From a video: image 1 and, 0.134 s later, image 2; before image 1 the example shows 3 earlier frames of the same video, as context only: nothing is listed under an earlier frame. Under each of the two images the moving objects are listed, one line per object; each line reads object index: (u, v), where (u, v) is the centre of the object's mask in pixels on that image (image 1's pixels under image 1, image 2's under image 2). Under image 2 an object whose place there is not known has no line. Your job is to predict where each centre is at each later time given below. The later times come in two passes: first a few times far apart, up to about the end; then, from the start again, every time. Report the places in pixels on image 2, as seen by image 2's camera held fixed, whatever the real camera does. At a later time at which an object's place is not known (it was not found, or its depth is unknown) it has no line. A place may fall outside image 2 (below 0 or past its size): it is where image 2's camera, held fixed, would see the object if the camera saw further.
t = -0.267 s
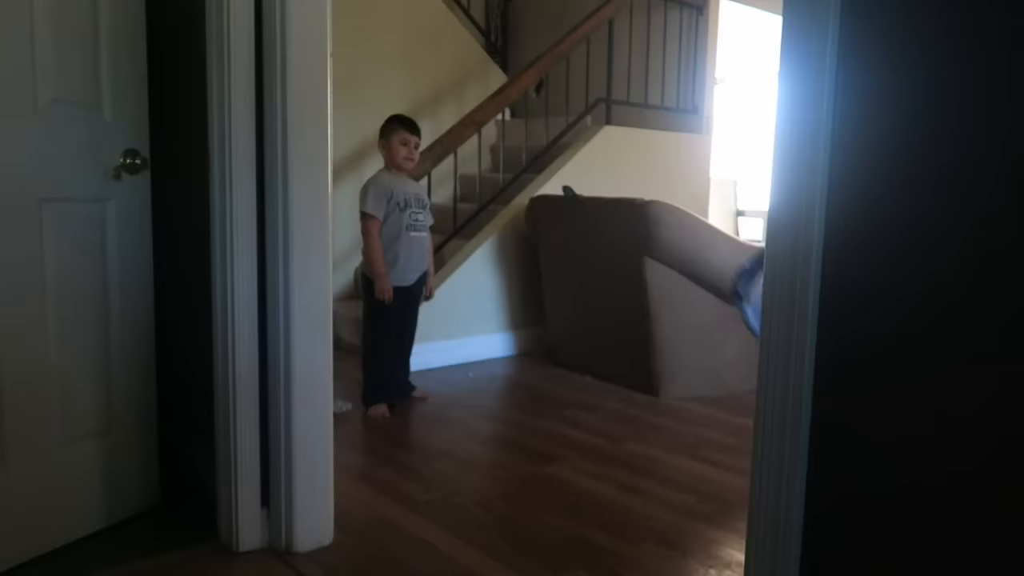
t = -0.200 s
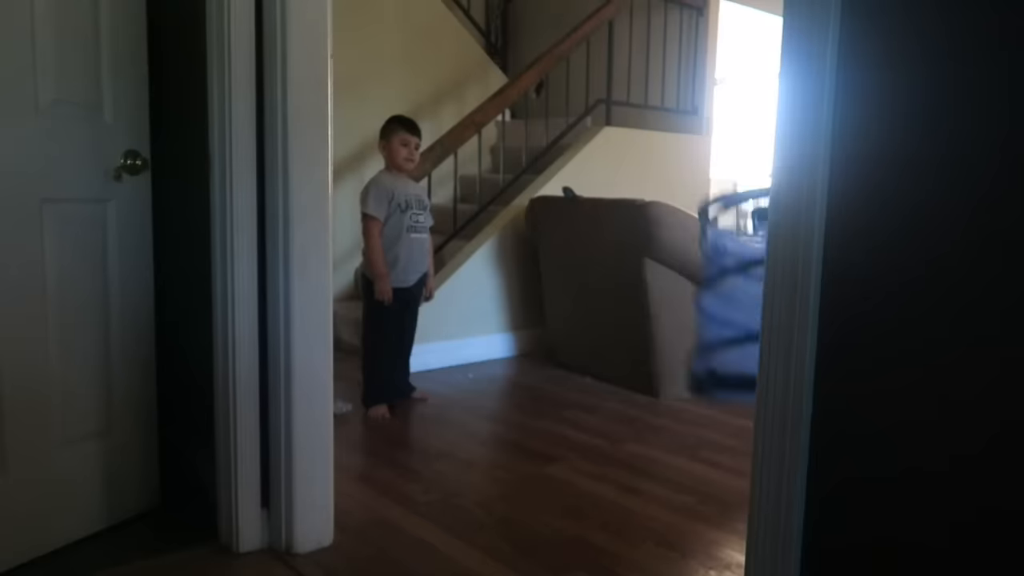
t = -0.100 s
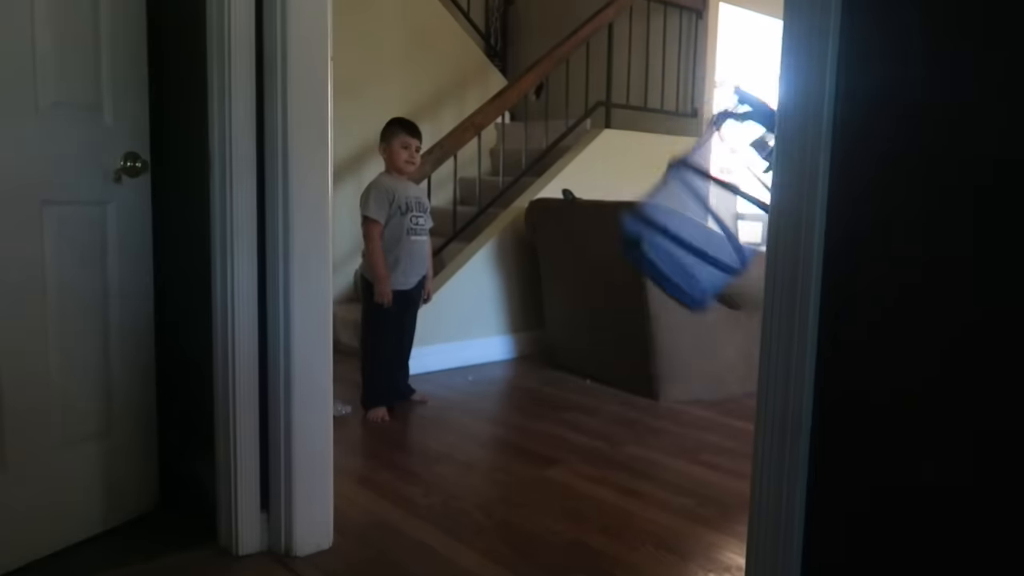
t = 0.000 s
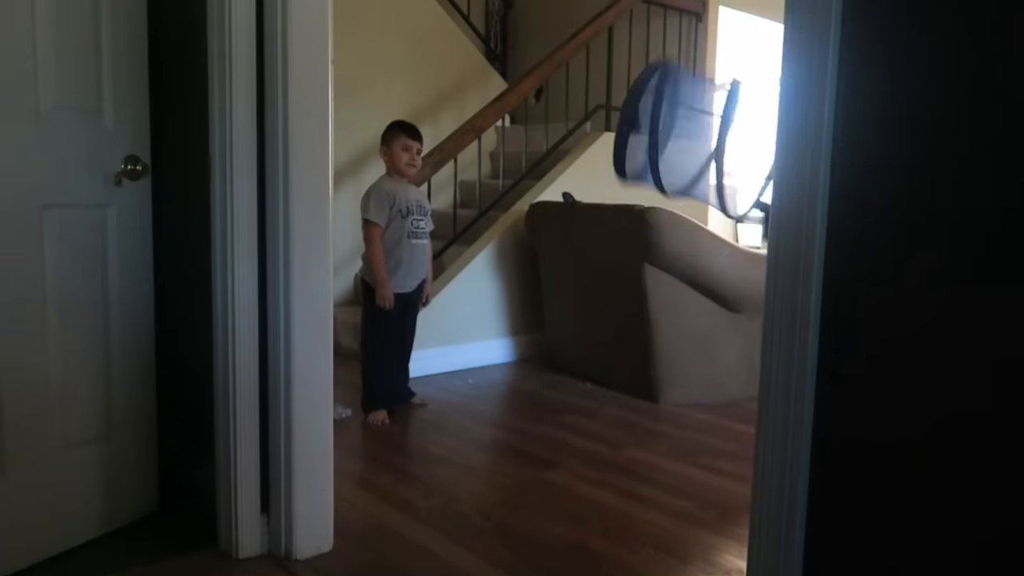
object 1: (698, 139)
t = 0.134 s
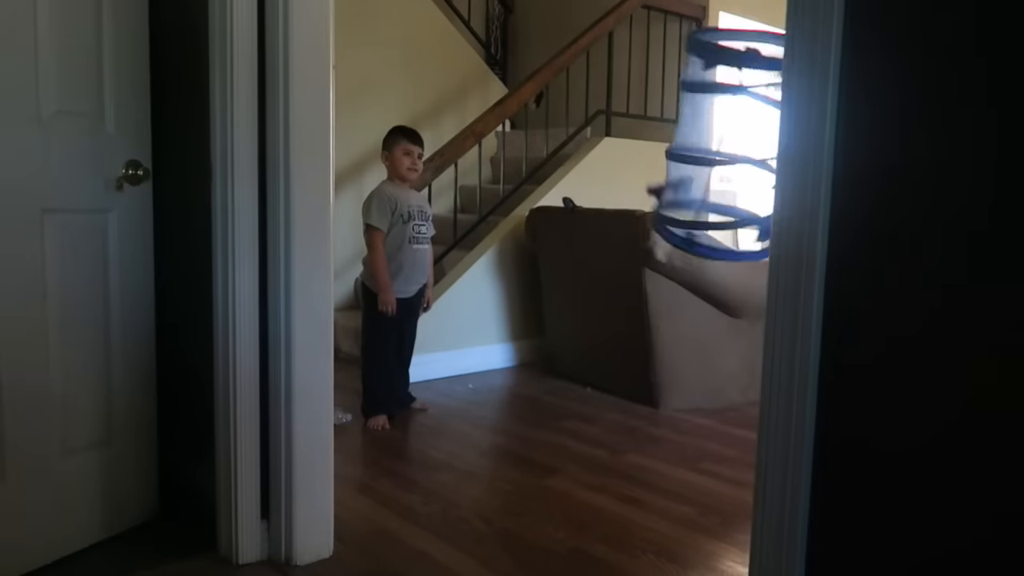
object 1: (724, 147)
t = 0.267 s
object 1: (697, 189)
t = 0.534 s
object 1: (684, 477)
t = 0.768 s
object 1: (687, 476)
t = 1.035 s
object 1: (686, 495)
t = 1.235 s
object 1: (680, 499)
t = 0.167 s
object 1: (719, 159)
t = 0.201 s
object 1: (711, 173)
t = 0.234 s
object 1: (689, 185)
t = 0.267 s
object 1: (697, 189)
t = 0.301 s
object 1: (711, 210)
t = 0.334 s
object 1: (712, 245)
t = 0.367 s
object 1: (715, 287)
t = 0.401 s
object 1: (718, 320)
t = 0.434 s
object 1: (712, 367)
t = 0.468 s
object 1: (701, 406)
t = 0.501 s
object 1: (690, 447)
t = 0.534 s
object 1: (684, 477)
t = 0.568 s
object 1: (685, 476)
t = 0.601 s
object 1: (687, 469)
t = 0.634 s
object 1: (685, 461)
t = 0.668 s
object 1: (686, 462)
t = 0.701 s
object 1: (687, 467)
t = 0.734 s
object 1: (687, 474)
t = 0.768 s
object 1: (687, 476)
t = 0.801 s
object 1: (686, 480)
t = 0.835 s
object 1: (685, 485)
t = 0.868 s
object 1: (684, 490)
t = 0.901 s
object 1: (685, 491)
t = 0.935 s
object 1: (685, 491)
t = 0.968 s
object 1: (686, 494)
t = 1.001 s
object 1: (686, 494)
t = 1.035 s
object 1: (686, 495)
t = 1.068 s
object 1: (686, 496)
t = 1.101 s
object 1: (685, 496)
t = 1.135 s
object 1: (684, 497)
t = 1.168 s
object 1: (683, 498)
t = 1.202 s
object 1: (681, 499)
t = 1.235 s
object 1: (680, 499)
